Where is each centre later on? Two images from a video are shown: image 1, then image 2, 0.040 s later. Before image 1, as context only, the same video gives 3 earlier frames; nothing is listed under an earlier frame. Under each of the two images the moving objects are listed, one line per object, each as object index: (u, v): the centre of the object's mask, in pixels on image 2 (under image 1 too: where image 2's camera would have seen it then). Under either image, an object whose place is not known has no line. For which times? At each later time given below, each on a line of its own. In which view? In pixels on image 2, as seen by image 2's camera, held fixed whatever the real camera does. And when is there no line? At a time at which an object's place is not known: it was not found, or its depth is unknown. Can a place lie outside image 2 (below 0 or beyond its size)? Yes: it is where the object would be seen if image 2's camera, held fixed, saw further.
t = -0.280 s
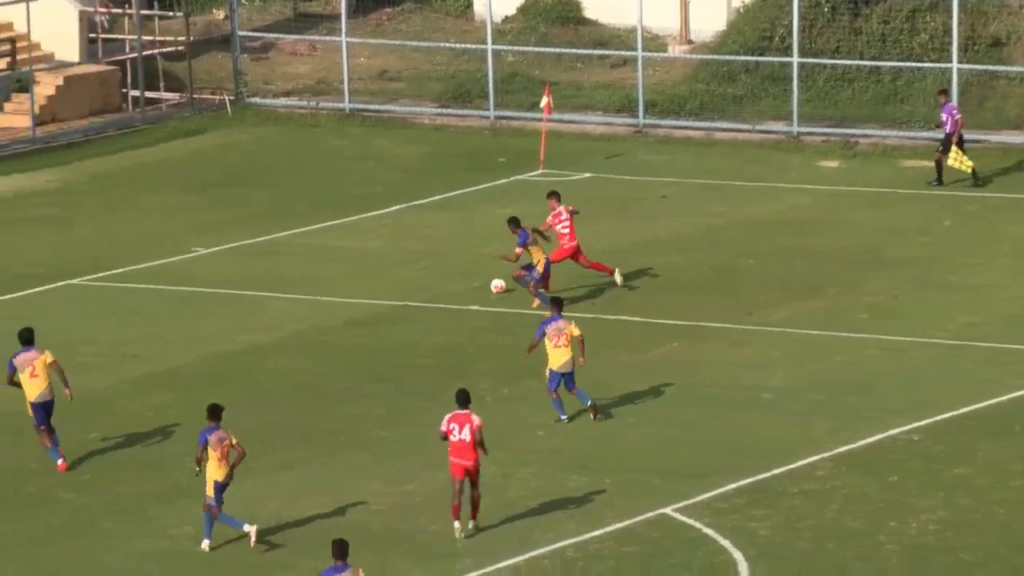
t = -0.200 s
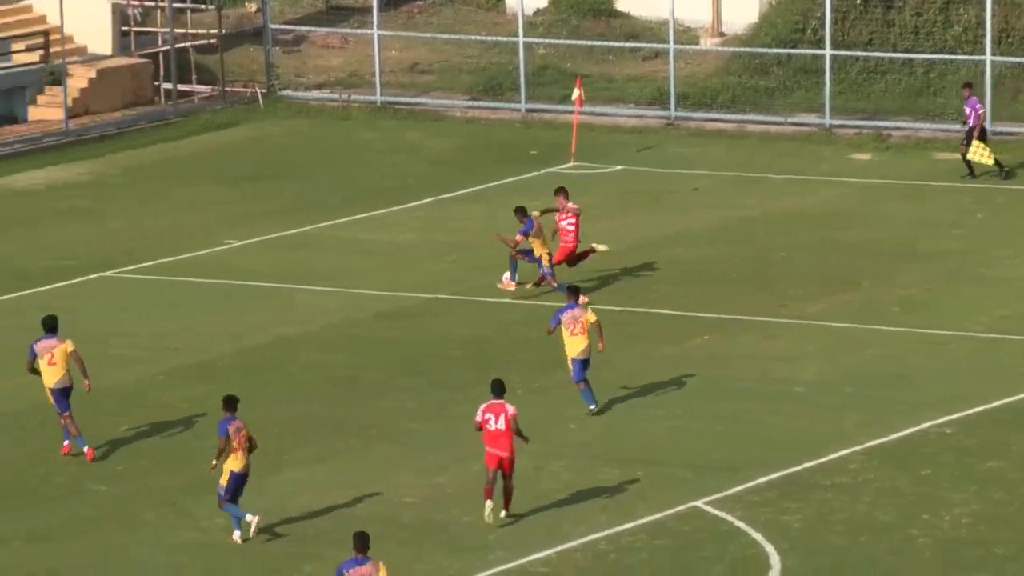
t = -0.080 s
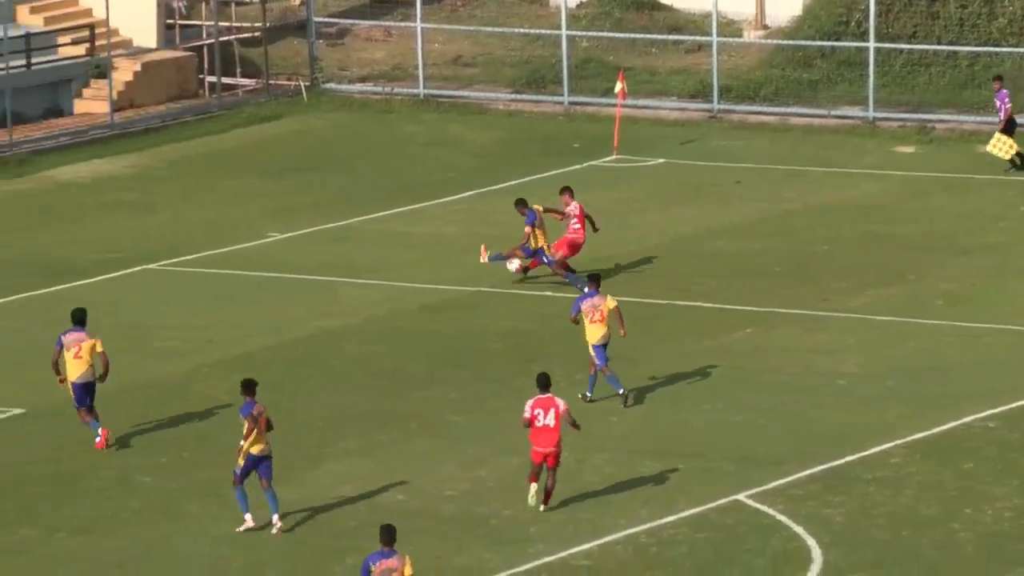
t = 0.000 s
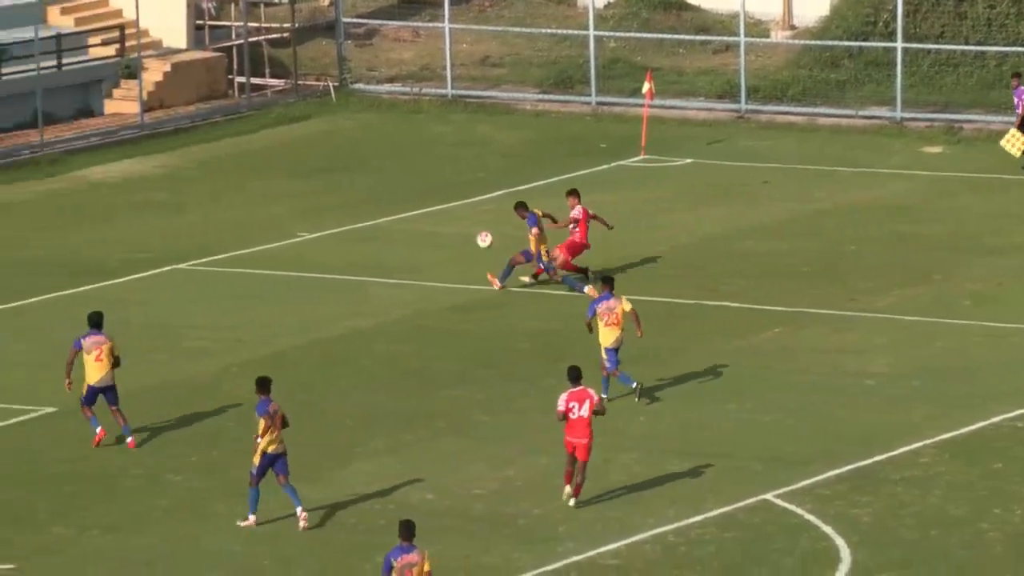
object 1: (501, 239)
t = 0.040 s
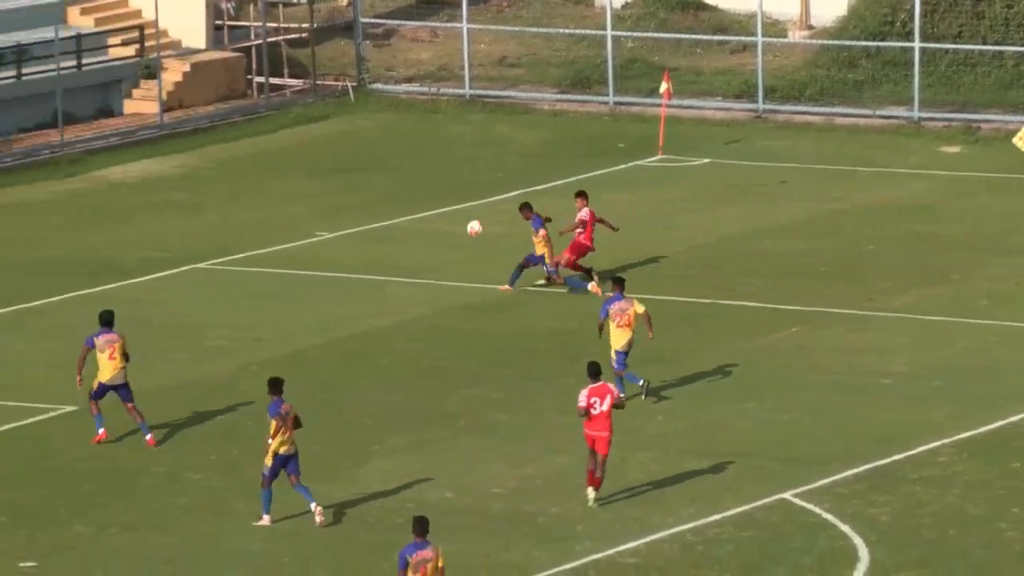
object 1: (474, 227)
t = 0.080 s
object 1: (449, 217)
